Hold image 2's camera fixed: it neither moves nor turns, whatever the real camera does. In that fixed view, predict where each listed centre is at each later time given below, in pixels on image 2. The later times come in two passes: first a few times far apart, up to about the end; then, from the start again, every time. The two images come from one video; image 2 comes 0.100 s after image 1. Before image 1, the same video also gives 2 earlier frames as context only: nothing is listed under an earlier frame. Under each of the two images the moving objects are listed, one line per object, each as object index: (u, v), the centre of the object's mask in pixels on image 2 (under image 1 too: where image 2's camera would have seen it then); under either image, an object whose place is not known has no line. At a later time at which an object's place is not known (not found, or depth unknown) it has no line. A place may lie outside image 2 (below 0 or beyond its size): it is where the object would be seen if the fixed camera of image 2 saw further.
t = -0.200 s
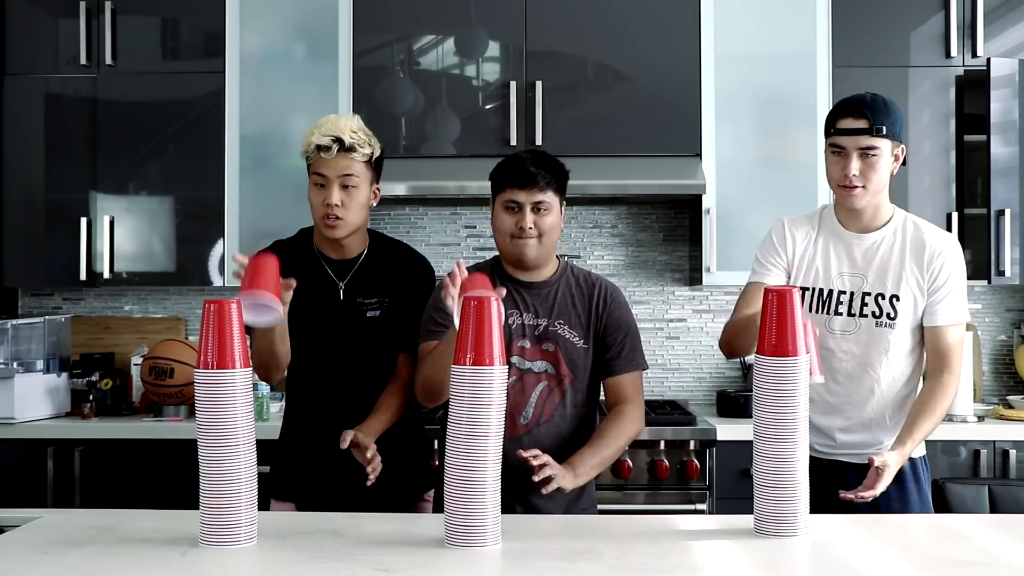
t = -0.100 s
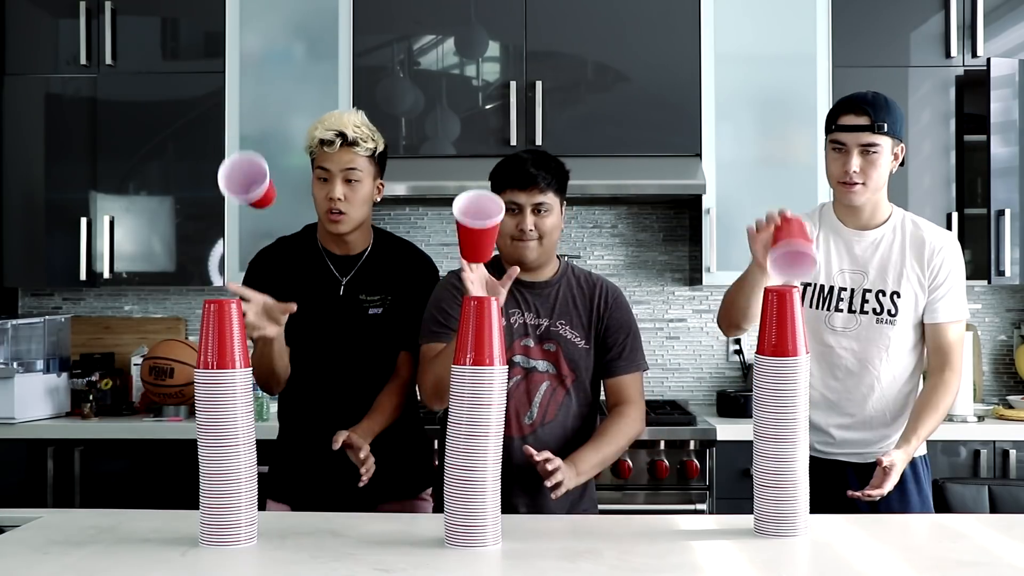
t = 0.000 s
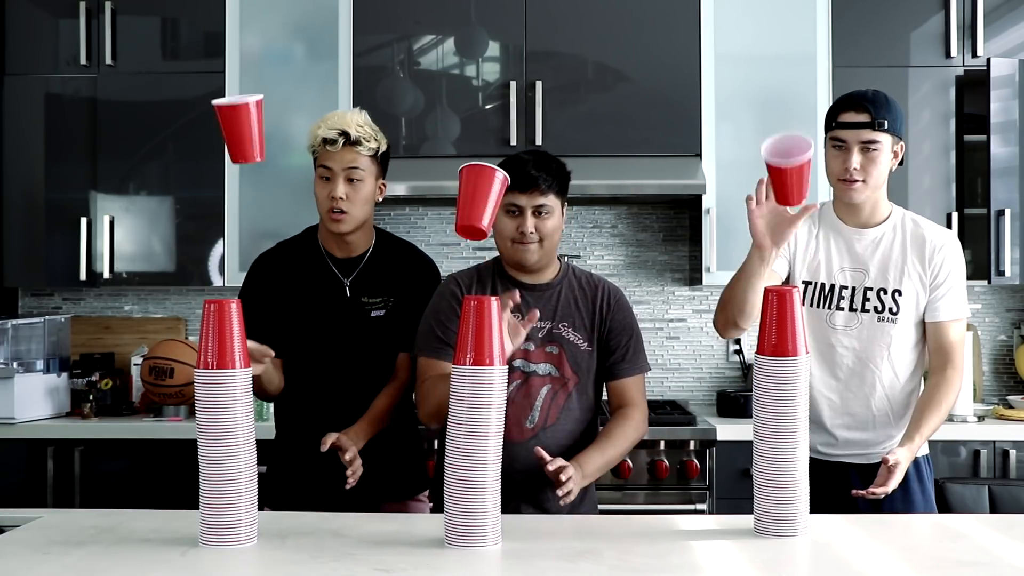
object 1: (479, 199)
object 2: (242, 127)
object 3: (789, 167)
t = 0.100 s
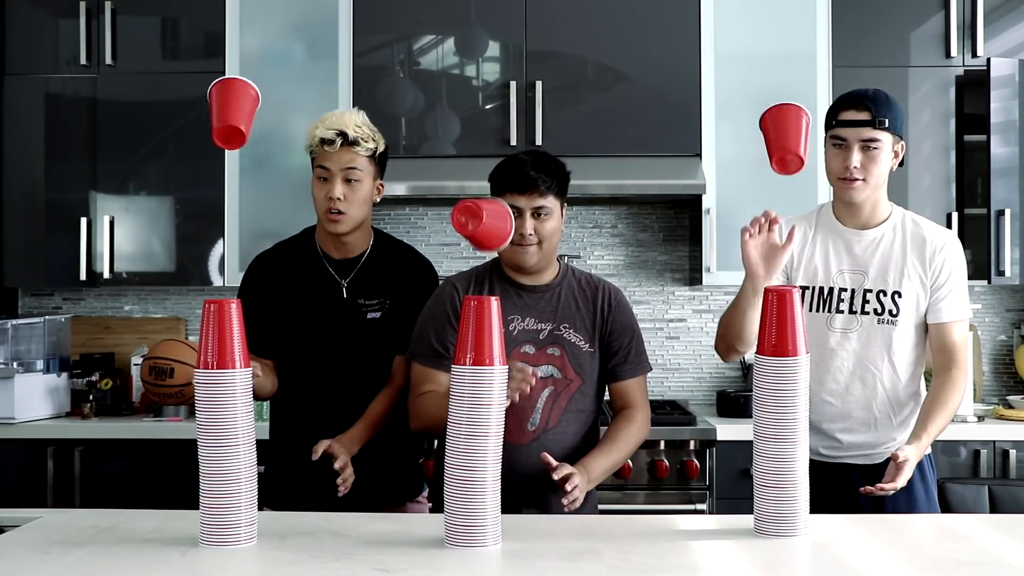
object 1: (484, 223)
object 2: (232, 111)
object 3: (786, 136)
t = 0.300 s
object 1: (476, 272)
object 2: (209, 234)
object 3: (781, 219)
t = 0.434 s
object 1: (454, 324)
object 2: (177, 253)
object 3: (778, 222)
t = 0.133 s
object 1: (482, 243)
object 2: (230, 116)
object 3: (785, 135)
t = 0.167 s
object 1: (481, 263)
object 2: (229, 130)
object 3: (785, 149)
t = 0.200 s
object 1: (482, 269)
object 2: (224, 152)
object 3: (784, 158)
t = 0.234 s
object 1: (484, 271)
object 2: (218, 175)
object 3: (783, 171)
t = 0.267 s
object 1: (481, 270)
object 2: (214, 202)
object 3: (782, 189)
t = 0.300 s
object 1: (476, 272)
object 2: (209, 234)
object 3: (781, 219)
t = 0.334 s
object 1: (472, 276)
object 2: (204, 262)
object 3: (781, 251)
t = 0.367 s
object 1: (468, 284)
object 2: (195, 253)
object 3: (780, 239)
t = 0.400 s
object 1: (464, 298)
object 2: (185, 249)
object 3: (780, 229)
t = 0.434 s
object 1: (454, 324)
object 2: (177, 253)
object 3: (778, 222)
